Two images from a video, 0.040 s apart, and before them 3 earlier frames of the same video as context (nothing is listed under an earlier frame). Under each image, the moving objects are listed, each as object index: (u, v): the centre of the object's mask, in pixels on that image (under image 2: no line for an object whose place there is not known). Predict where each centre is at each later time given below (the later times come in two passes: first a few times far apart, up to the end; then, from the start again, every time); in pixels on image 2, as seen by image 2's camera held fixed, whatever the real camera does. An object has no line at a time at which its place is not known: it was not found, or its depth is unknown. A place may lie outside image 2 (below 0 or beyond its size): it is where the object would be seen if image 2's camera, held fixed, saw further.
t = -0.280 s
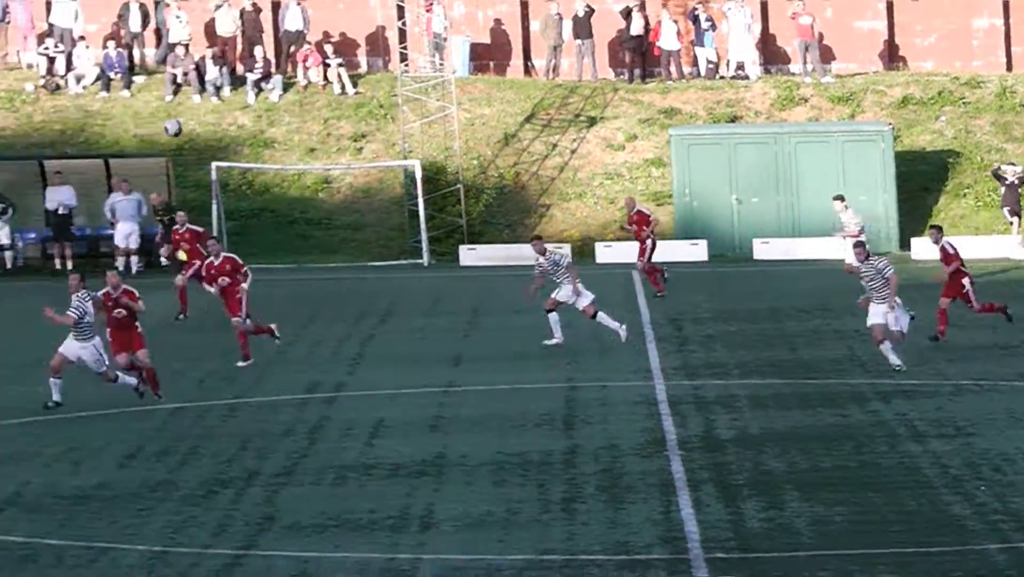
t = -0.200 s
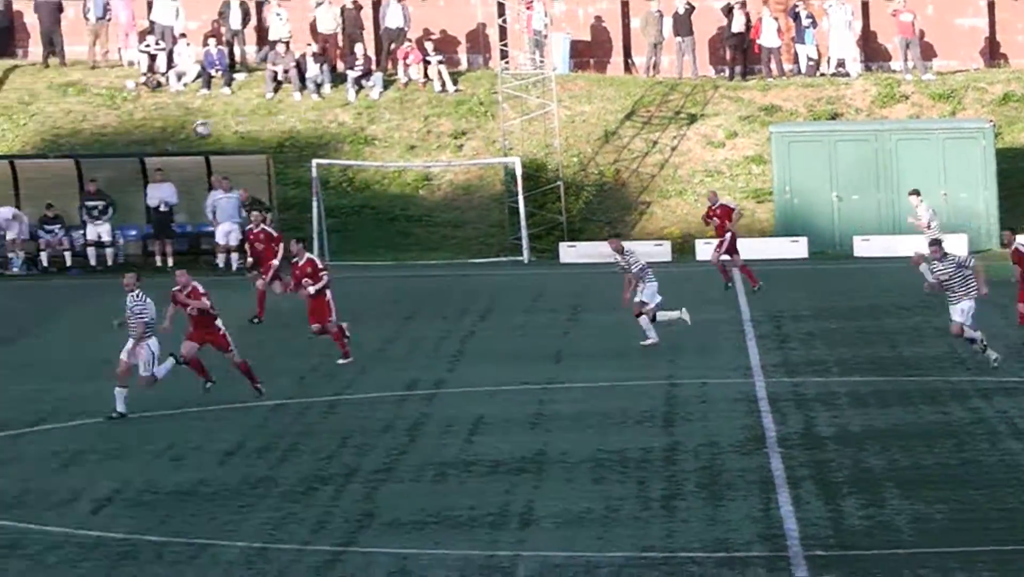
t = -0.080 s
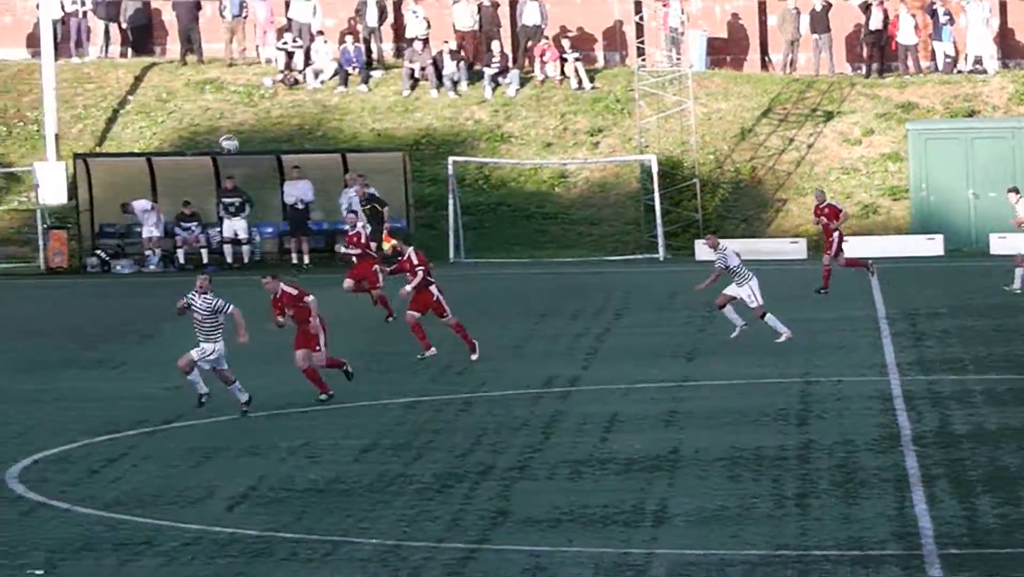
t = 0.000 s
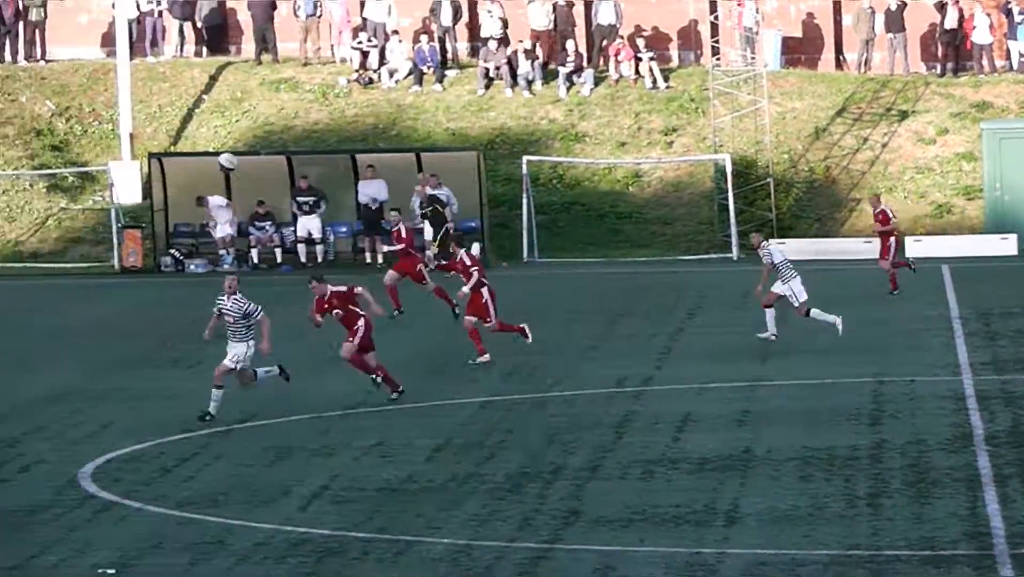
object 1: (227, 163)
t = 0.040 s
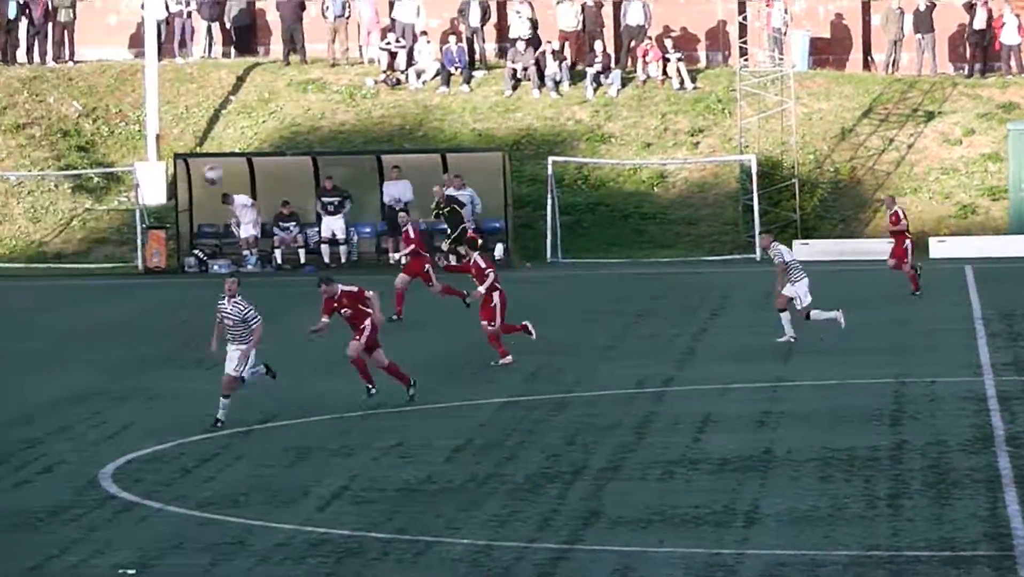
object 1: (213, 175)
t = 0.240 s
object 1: (3, 252)
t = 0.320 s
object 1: (-93, 298)
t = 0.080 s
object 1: (172, 188)
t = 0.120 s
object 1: (131, 201)
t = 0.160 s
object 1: (91, 217)
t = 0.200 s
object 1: (47, 234)
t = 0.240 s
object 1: (3, 252)
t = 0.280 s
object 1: (-43, 271)
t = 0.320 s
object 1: (-93, 298)
